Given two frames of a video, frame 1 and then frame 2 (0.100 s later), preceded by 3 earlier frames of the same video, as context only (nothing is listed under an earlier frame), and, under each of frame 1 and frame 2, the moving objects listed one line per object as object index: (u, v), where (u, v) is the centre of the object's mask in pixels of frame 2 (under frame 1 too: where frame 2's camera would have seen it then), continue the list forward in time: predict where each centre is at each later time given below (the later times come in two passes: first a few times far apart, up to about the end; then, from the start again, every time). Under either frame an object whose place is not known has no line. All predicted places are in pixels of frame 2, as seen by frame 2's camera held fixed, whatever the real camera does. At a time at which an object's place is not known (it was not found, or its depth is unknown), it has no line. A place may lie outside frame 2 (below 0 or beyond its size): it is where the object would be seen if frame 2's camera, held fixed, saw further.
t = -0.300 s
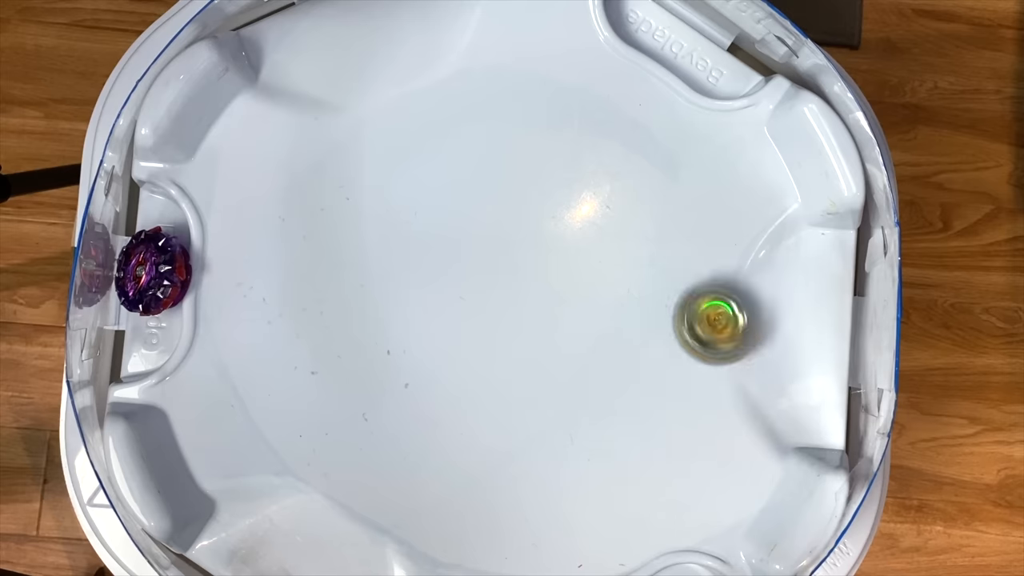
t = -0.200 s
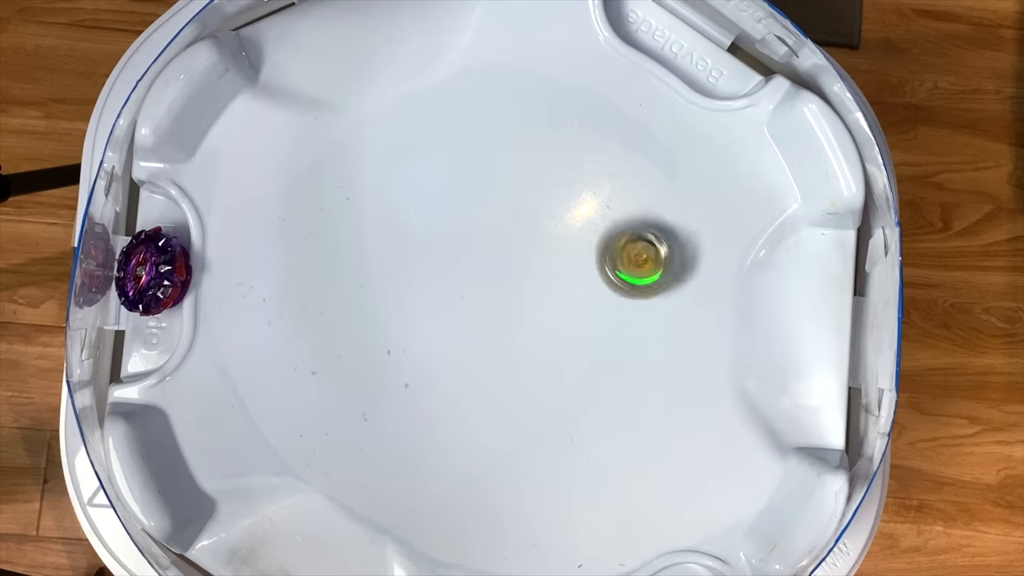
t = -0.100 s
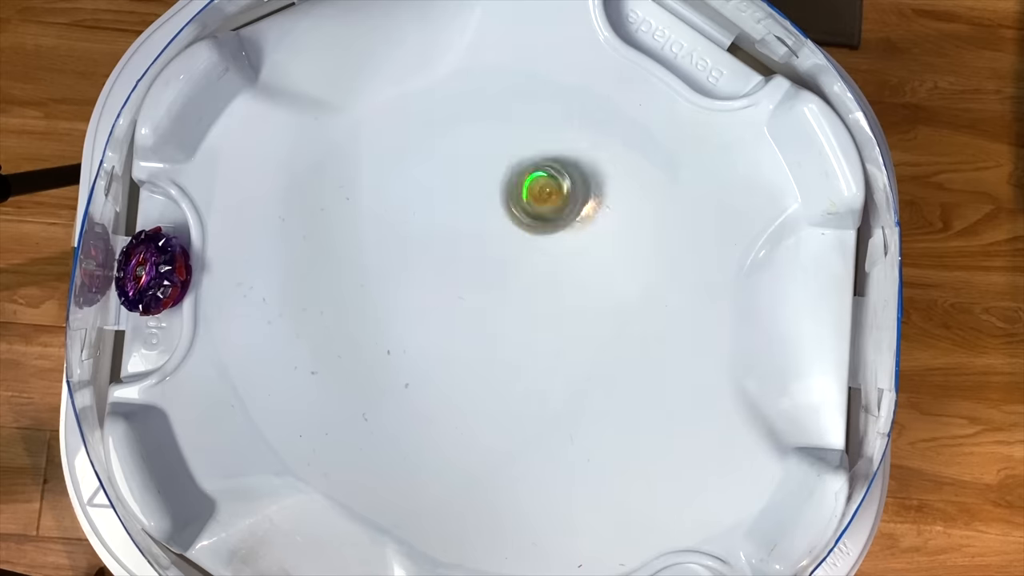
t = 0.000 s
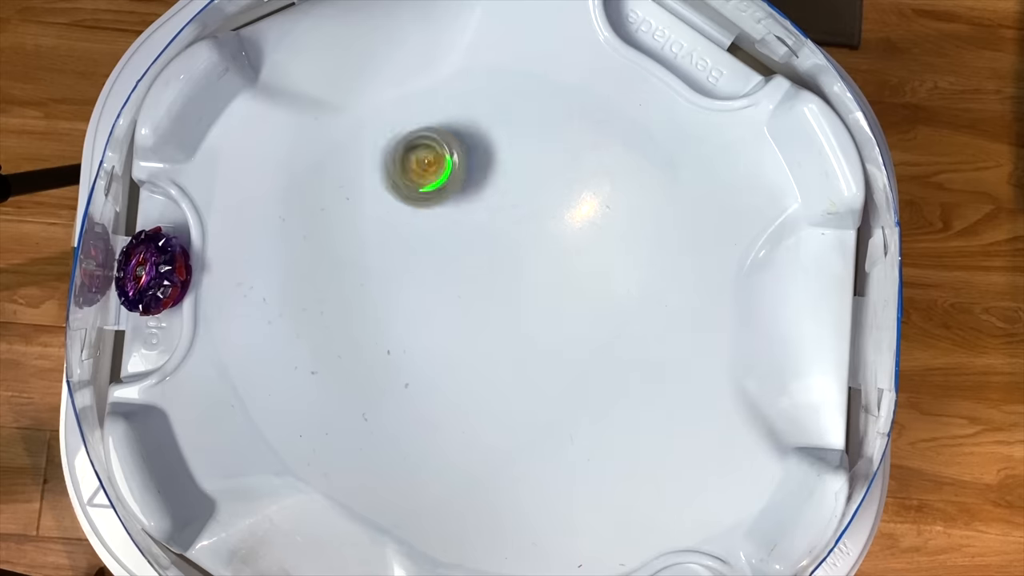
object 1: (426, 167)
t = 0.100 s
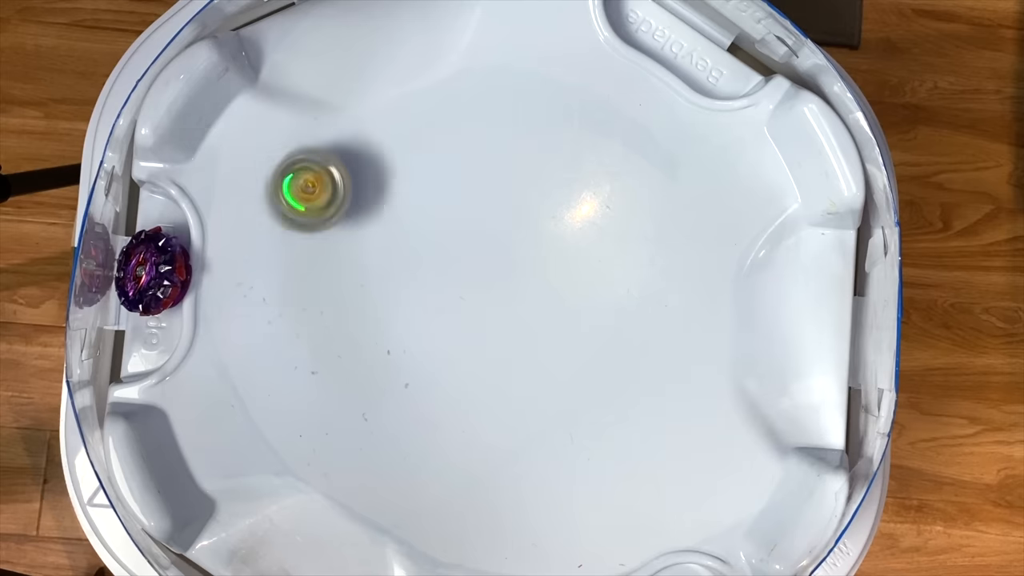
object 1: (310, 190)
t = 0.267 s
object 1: (217, 312)
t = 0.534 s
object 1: (439, 488)
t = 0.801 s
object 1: (740, 305)
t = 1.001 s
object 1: (761, 155)
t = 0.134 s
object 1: (278, 207)
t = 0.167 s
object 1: (249, 229)
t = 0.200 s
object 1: (227, 255)
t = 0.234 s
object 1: (215, 284)
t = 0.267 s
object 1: (217, 312)
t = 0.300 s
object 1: (223, 342)
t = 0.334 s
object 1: (237, 372)
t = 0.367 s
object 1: (256, 401)
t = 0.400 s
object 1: (283, 426)
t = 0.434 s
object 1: (314, 450)
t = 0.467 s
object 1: (351, 468)
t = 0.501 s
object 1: (393, 481)
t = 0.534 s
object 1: (439, 488)
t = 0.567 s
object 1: (485, 487)
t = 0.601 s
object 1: (532, 480)
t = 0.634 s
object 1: (579, 463)
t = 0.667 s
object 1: (623, 441)
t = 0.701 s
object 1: (661, 413)
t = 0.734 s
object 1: (693, 379)
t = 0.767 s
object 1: (719, 344)
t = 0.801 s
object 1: (740, 305)
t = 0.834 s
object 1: (756, 268)
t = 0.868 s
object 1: (773, 237)
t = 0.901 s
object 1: (788, 211)
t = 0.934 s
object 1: (791, 190)
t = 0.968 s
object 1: (777, 173)
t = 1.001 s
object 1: (761, 155)
